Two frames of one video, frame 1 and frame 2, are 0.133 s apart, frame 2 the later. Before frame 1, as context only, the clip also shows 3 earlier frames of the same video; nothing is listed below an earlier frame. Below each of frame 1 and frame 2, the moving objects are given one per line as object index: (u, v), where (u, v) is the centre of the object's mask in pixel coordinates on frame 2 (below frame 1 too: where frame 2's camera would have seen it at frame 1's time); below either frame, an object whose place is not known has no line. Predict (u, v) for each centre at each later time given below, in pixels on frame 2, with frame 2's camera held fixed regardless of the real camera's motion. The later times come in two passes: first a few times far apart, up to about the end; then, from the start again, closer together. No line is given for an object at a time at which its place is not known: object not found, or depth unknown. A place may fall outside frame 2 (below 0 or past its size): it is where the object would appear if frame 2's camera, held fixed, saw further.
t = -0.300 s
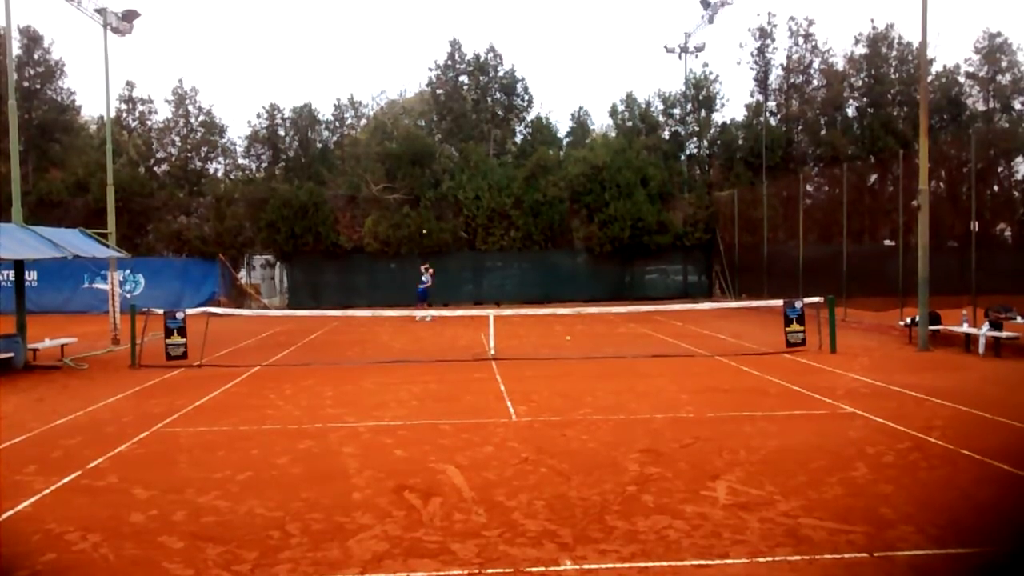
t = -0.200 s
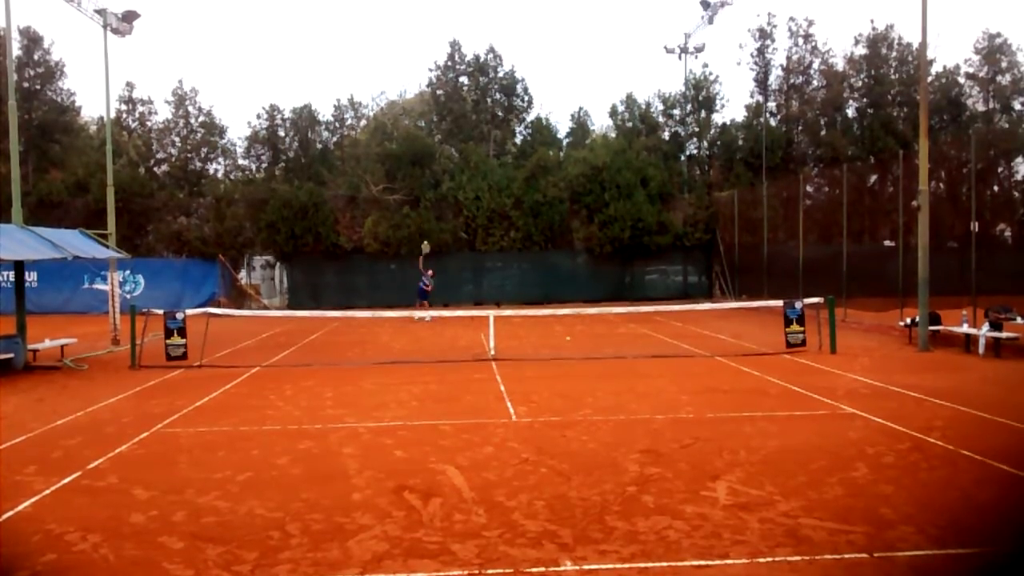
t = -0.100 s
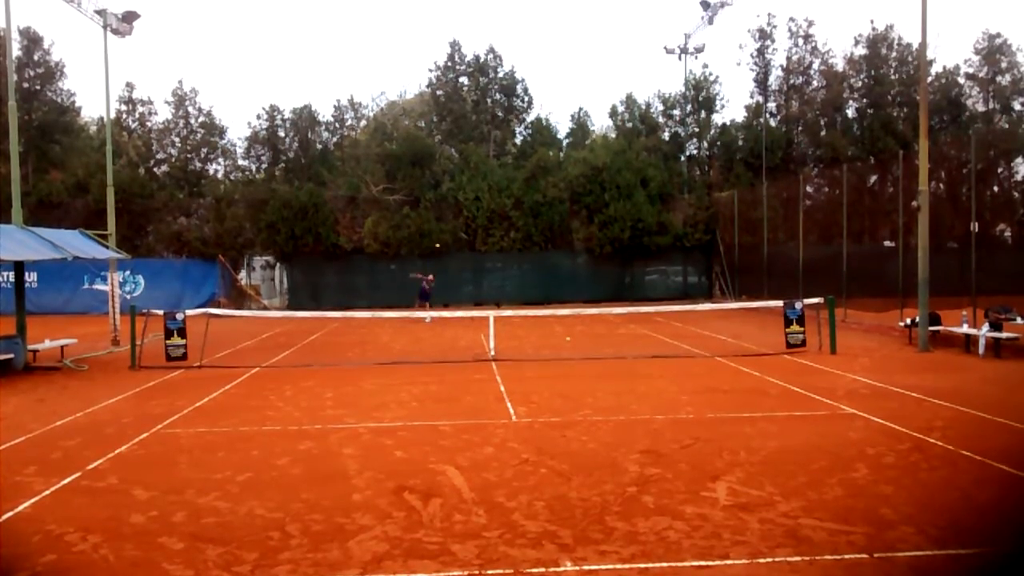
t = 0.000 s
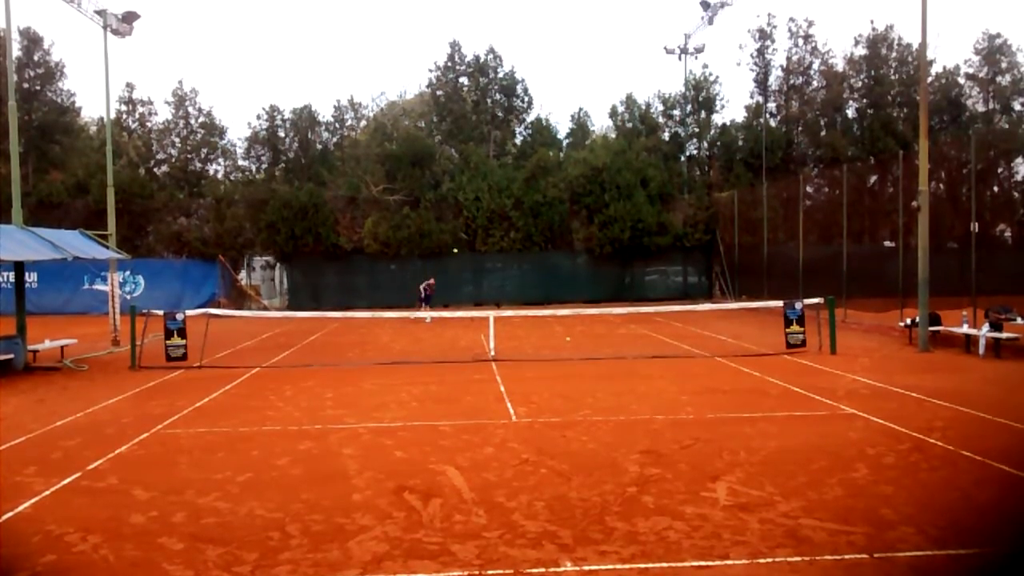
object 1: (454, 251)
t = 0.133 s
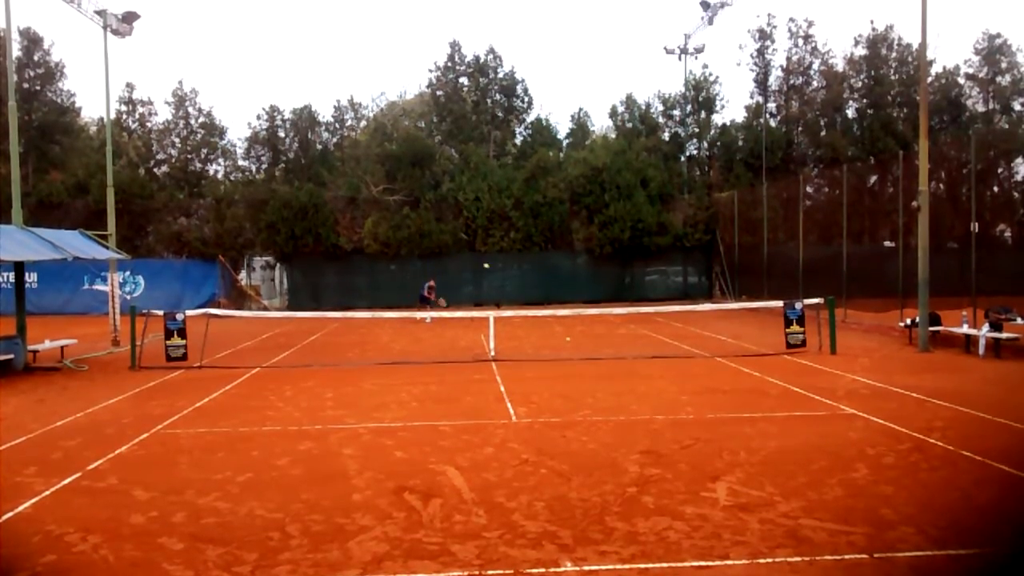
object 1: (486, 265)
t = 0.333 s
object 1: (555, 316)
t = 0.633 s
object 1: (723, 388)
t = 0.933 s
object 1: (997, 371)
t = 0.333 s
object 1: (555, 316)
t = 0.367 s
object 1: (571, 330)
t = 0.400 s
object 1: (589, 346)
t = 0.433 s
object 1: (607, 363)
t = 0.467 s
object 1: (629, 385)
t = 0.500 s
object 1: (652, 409)
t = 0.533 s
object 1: (671, 413)
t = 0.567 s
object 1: (687, 404)
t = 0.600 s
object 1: (704, 395)
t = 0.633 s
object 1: (723, 388)
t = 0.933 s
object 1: (997, 371)
